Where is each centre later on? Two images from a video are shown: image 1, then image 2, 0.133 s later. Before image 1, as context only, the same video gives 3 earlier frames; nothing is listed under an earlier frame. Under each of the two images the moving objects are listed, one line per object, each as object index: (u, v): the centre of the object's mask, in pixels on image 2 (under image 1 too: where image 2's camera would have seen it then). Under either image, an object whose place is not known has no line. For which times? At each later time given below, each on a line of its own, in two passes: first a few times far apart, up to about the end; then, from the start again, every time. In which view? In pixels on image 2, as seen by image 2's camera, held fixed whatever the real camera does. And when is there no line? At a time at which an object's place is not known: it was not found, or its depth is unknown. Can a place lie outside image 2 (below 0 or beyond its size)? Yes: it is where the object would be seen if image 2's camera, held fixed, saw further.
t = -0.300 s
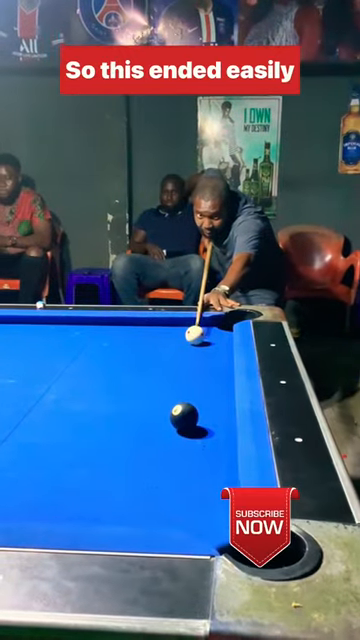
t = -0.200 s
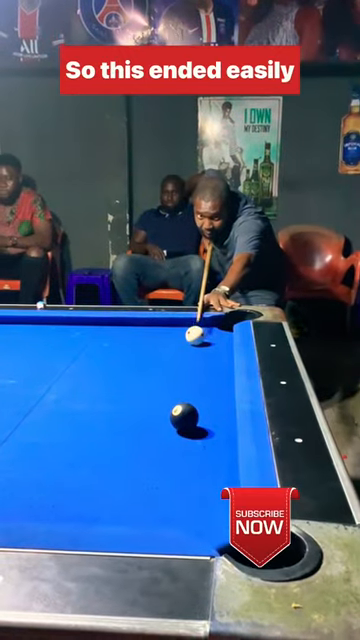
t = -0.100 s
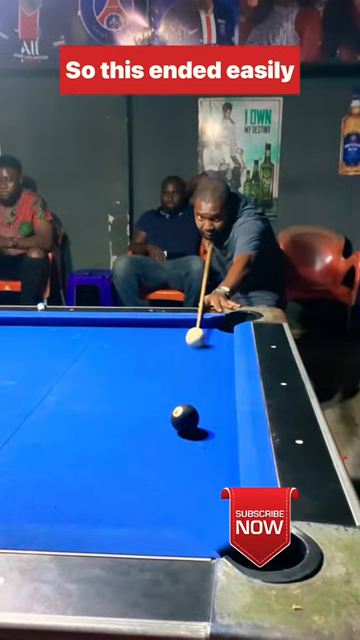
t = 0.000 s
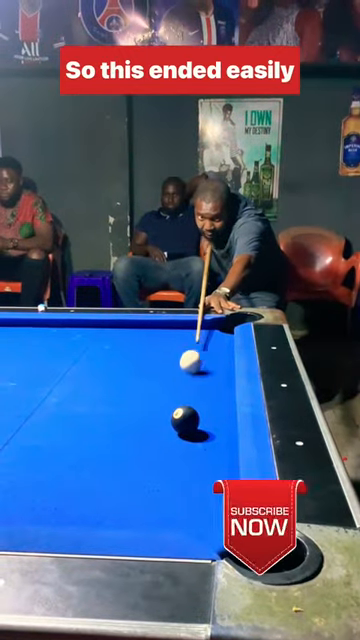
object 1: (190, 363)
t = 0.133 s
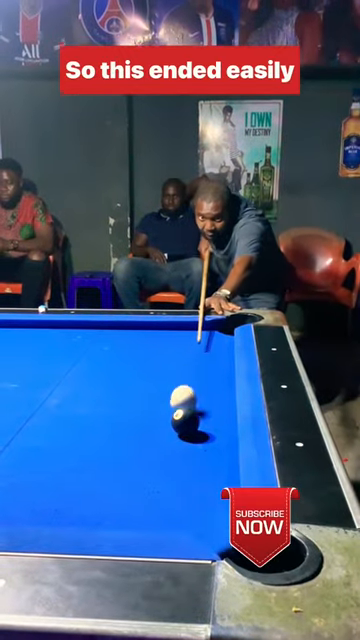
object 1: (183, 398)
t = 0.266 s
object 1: (165, 412)
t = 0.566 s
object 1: (120, 442)
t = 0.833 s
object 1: (71, 473)
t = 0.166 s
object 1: (180, 405)
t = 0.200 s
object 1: (175, 409)
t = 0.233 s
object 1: (170, 411)
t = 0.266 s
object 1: (165, 412)
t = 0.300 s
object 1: (161, 415)
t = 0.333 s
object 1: (156, 418)
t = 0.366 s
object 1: (151, 421)
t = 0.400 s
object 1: (146, 424)
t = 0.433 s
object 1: (141, 428)
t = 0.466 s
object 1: (136, 431)
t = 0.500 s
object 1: (131, 435)
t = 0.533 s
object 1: (125, 438)
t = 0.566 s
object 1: (120, 442)
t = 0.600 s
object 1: (114, 446)
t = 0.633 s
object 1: (108, 450)
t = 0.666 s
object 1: (102, 454)
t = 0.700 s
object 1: (97, 457)
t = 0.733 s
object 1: (91, 461)
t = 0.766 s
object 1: (84, 465)
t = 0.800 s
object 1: (77, 469)
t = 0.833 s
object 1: (71, 473)
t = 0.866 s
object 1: (64, 477)
